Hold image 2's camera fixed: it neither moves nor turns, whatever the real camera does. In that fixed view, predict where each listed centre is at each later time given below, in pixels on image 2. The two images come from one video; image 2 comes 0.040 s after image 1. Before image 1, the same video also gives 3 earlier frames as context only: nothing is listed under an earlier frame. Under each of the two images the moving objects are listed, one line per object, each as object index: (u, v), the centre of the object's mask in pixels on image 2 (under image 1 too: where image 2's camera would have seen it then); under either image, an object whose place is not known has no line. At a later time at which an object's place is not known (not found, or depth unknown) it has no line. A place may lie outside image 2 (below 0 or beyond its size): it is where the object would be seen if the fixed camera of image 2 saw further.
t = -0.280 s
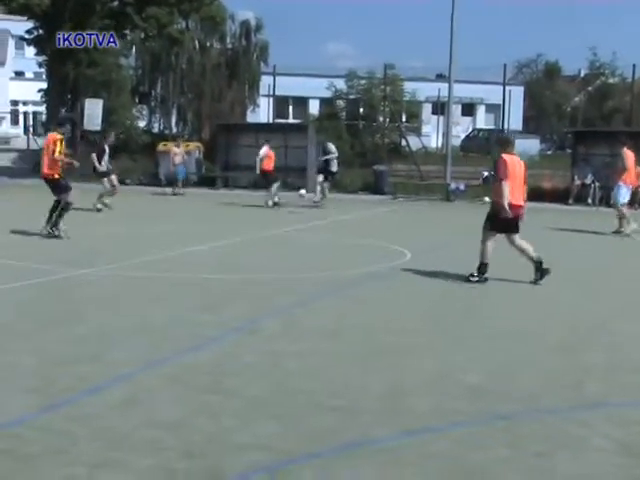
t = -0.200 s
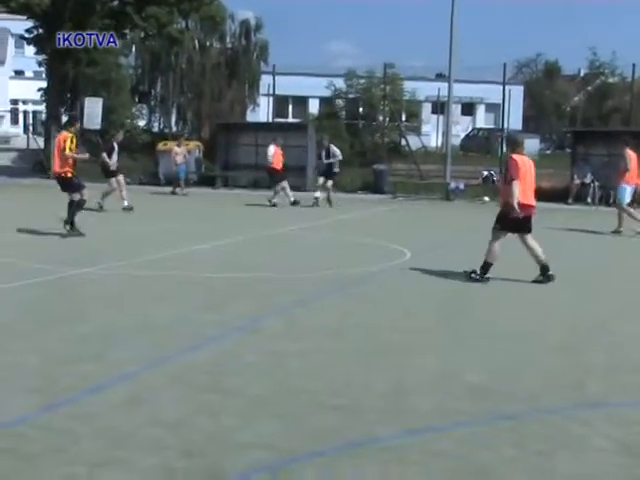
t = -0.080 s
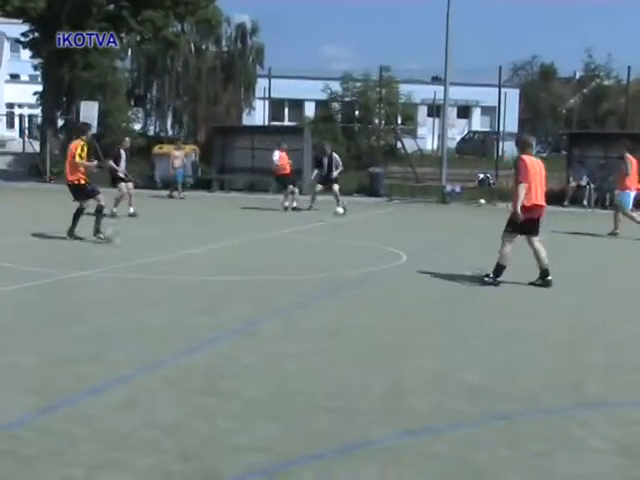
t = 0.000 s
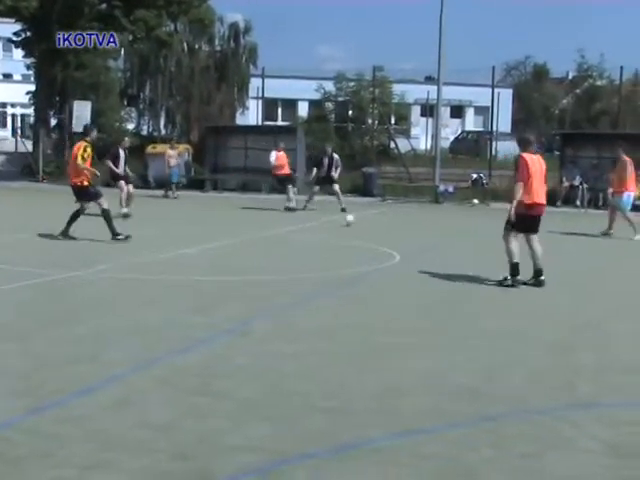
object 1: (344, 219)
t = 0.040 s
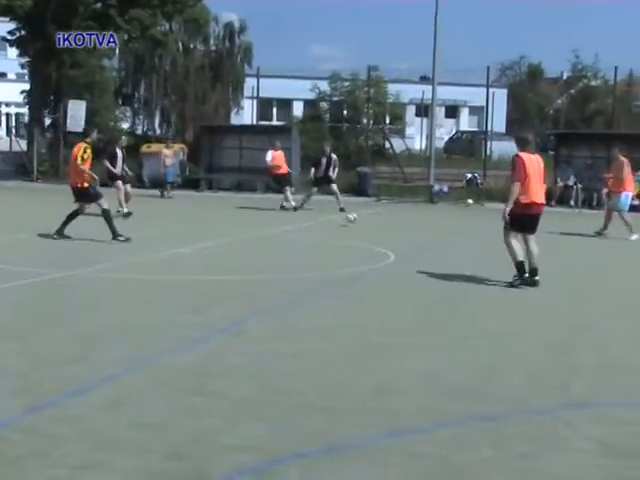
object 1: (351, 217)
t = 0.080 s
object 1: (359, 217)
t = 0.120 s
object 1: (365, 216)
